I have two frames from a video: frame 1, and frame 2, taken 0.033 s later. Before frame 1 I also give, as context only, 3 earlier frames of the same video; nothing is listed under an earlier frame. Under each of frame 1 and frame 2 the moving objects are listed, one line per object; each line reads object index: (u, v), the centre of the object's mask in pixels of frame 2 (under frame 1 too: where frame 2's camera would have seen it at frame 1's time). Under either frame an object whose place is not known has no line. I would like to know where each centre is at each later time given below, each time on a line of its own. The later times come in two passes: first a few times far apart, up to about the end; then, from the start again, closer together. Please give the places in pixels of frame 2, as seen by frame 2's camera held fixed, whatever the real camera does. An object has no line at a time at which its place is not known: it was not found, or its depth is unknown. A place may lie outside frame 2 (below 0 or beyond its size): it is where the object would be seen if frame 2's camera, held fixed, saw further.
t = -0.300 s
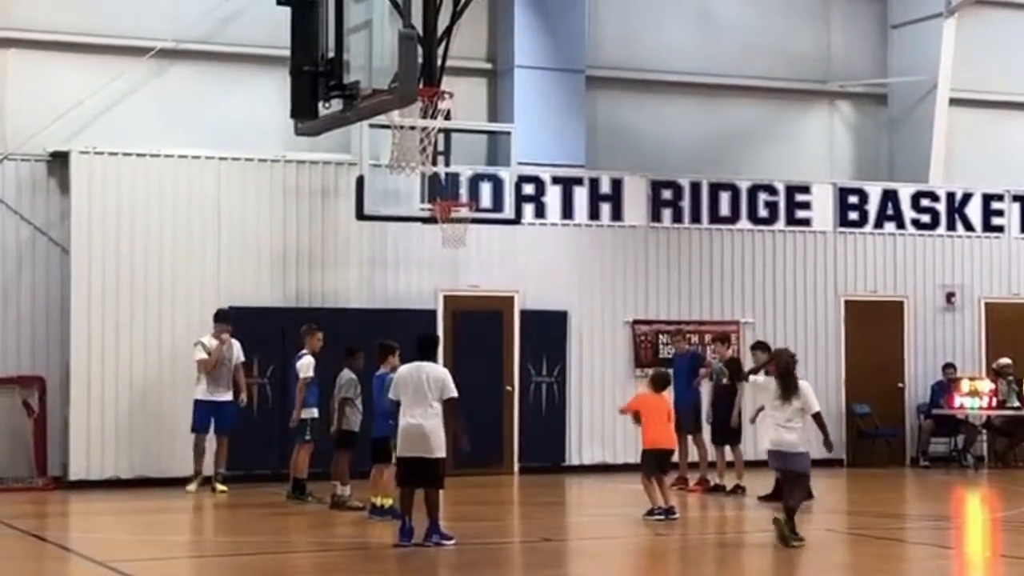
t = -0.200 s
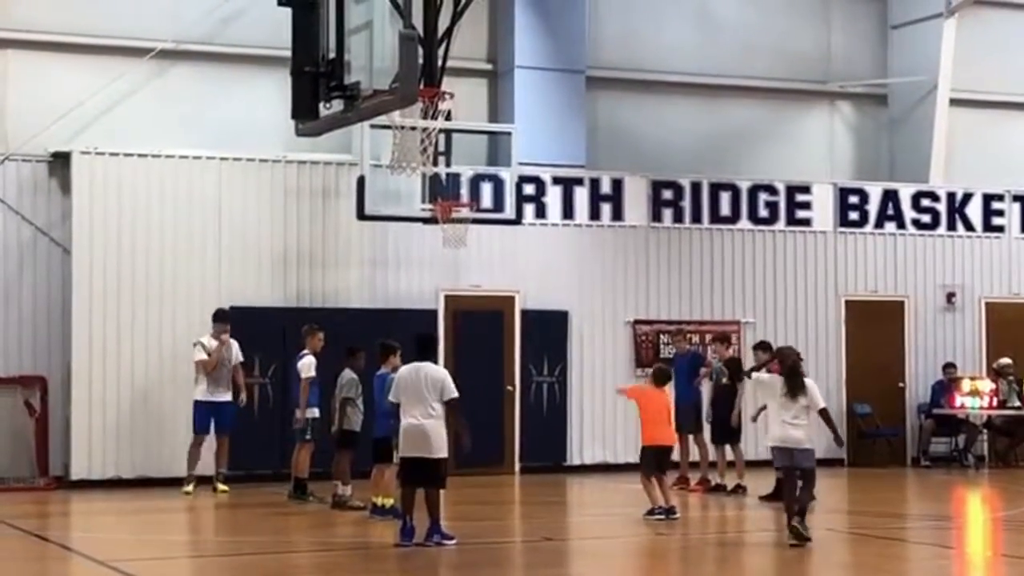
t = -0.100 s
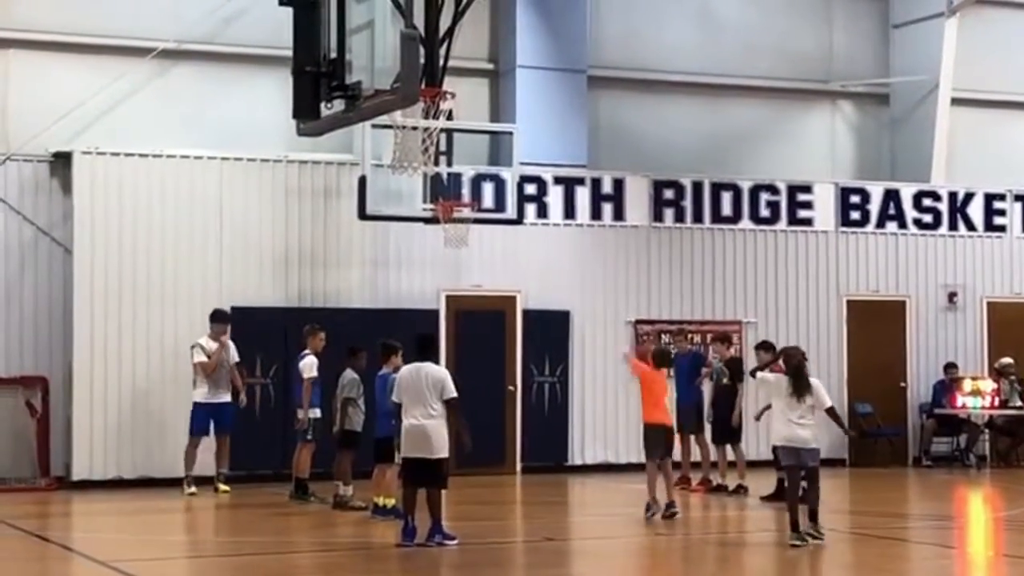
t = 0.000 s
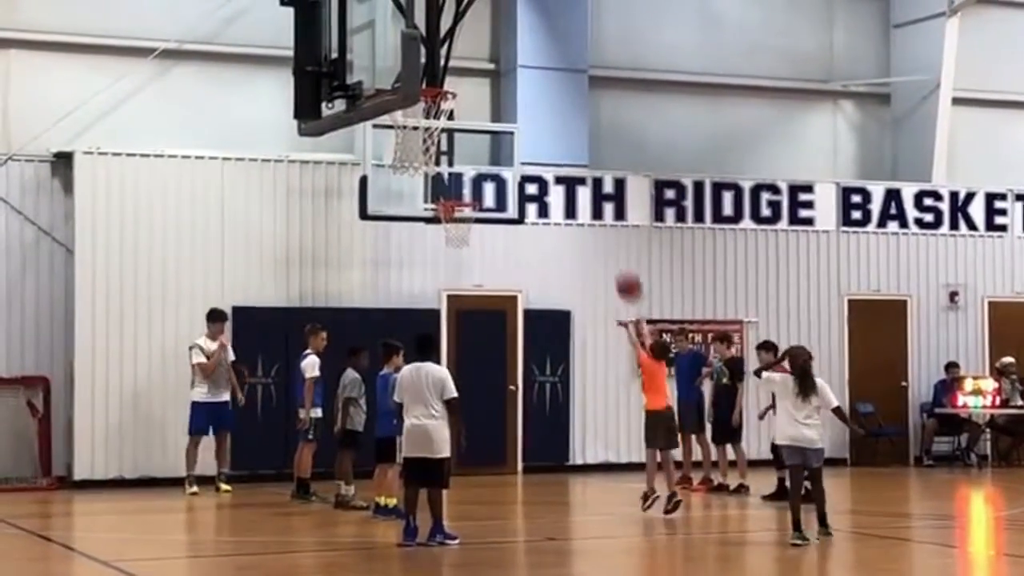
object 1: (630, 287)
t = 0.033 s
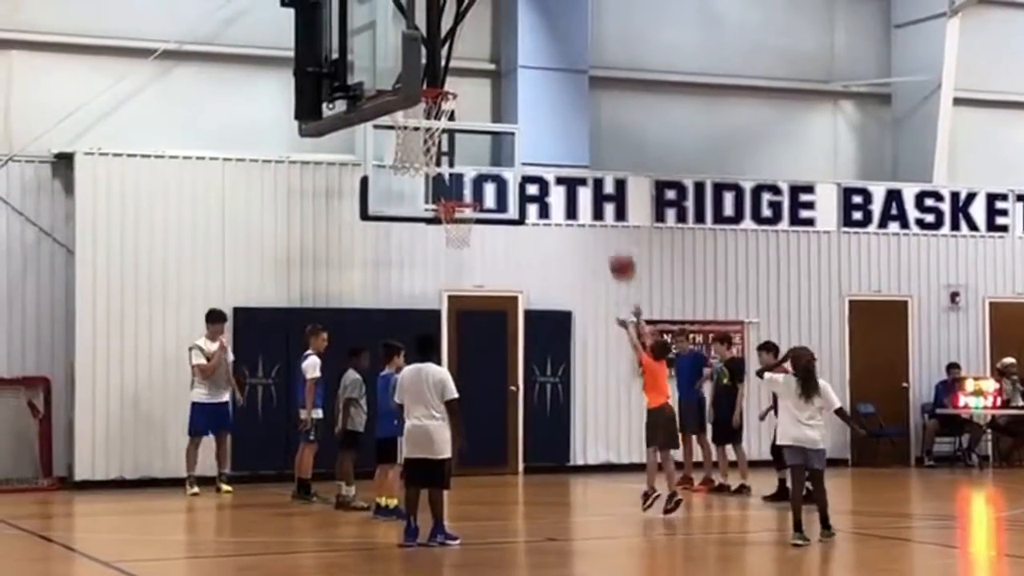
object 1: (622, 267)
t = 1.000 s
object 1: (451, 212)
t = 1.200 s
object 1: (450, 232)
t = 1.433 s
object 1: (453, 280)
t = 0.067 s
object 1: (615, 249)
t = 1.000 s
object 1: (451, 212)
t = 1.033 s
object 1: (449, 223)
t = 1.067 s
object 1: (449, 226)
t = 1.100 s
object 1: (449, 225)
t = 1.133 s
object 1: (450, 226)
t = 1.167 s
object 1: (450, 229)
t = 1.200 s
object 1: (450, 232)
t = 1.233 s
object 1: (450, 234)
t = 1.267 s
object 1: (451, 242)
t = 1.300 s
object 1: (451, 247)
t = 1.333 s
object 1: (452, 254)
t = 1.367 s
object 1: (452, 263)
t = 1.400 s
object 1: (453, 271)
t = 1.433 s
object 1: (453, 280)
